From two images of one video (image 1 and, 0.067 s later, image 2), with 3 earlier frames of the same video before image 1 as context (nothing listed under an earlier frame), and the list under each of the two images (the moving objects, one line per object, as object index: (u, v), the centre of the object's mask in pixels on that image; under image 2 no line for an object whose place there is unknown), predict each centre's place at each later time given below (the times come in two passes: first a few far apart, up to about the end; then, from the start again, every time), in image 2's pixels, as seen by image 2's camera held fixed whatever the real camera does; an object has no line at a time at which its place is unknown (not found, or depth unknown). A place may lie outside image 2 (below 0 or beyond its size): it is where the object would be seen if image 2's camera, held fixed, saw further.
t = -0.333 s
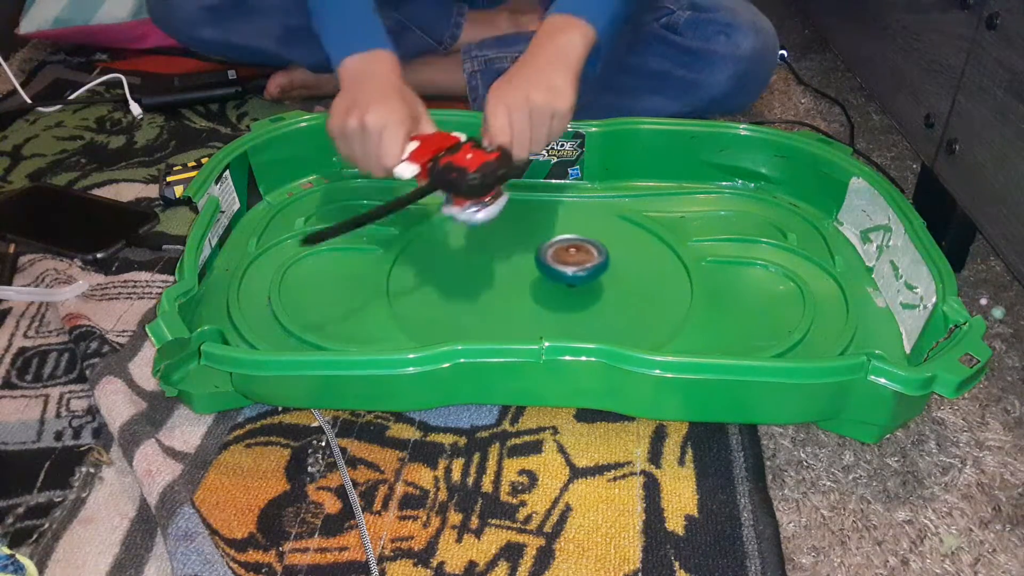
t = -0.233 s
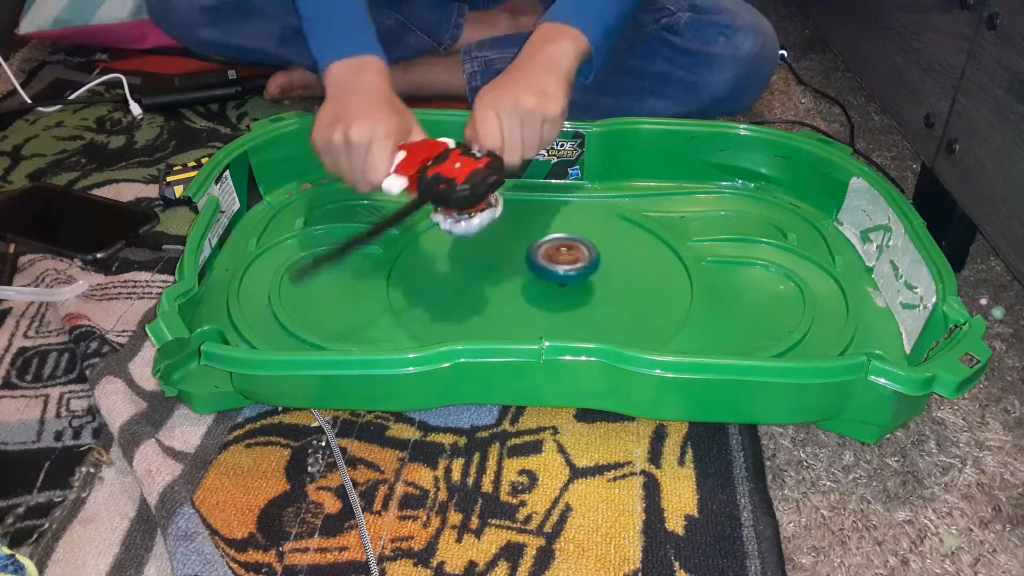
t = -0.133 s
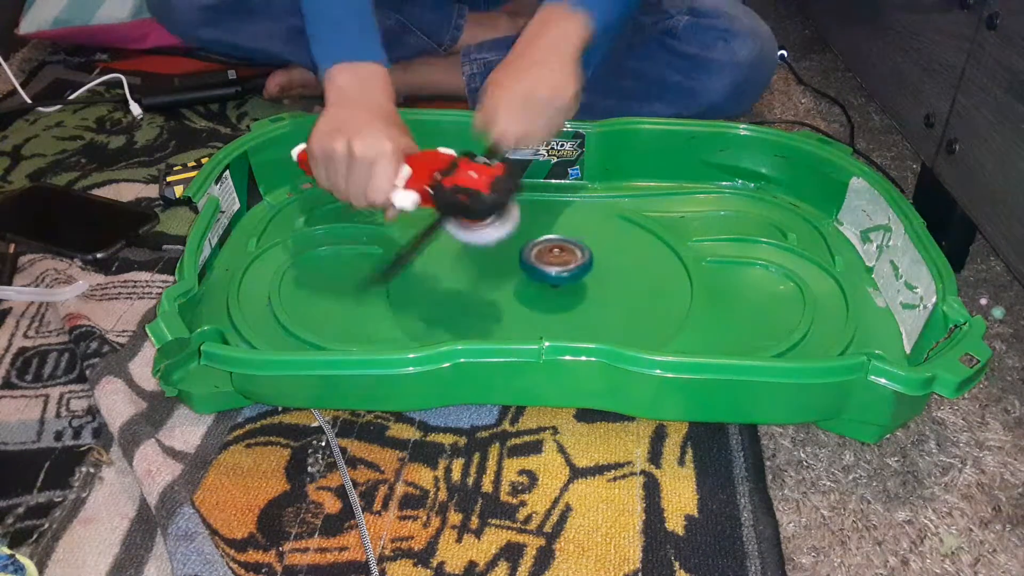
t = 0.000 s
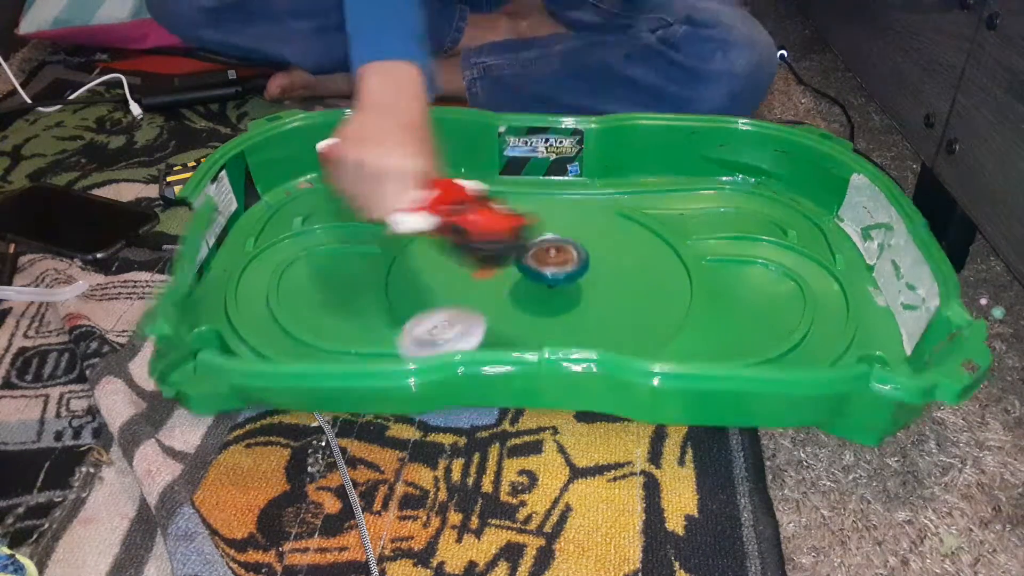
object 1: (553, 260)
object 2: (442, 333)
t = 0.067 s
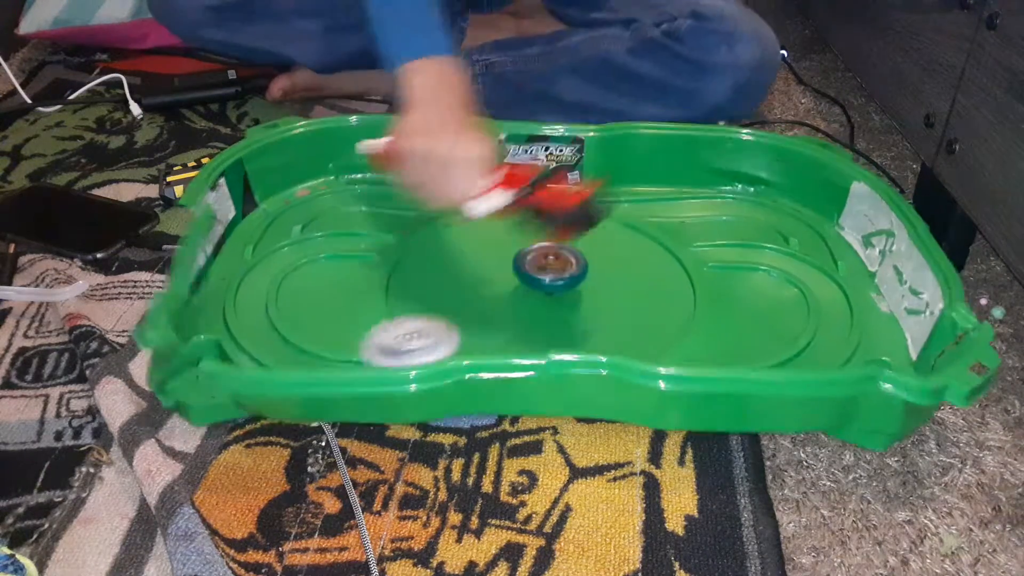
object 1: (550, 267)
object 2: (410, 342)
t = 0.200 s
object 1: (548, 274)
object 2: (349, 347)
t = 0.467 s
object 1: (556, 284)
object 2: (329, 343)
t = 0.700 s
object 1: (575, 282)
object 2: (334, 344)
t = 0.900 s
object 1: (578, 271)
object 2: (338, 343)
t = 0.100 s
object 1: (550, 268)
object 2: (392, 344)
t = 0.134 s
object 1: (550, 271)
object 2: (376, 350)
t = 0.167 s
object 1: (550, 273)
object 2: (364, 348)
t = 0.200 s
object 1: (548, 274)
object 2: (349, 347)
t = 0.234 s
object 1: (547, 276)
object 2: (336, 349)
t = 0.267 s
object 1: (546, 278)
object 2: (330, 348)
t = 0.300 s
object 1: (547, 280)
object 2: (328, 345)
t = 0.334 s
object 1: (548, 281)
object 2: (325, 345)
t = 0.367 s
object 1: (549, 282)
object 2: (321, 345)
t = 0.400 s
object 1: (551, 283)
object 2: (322, 345)
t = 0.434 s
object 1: (554, 283)
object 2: (326, 345)
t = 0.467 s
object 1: (556, 284)
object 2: (329, 343)
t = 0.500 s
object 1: (559, 285)
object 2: (331, 344)
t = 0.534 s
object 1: (562, 285)
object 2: (331, 344)
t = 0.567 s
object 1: (565, 285)
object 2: (332, 344)
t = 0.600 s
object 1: (568, 285)
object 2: (332, 345)
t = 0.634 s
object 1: (571, 284)
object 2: (333, 344)
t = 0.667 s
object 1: (573, 283)
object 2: (334, 344)
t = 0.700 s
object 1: (575, 282)
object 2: (334, 344)
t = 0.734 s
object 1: (576, 280)
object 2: (332, 344)
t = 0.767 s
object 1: (578, 278)
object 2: (334, 344)
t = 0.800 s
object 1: (579, 277)
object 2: (333, 344)
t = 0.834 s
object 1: (579, 275)
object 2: (335, 344)
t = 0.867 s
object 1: (579, 273)
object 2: (337, 343)
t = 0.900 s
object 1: (578, 271)
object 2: (338, 343)
